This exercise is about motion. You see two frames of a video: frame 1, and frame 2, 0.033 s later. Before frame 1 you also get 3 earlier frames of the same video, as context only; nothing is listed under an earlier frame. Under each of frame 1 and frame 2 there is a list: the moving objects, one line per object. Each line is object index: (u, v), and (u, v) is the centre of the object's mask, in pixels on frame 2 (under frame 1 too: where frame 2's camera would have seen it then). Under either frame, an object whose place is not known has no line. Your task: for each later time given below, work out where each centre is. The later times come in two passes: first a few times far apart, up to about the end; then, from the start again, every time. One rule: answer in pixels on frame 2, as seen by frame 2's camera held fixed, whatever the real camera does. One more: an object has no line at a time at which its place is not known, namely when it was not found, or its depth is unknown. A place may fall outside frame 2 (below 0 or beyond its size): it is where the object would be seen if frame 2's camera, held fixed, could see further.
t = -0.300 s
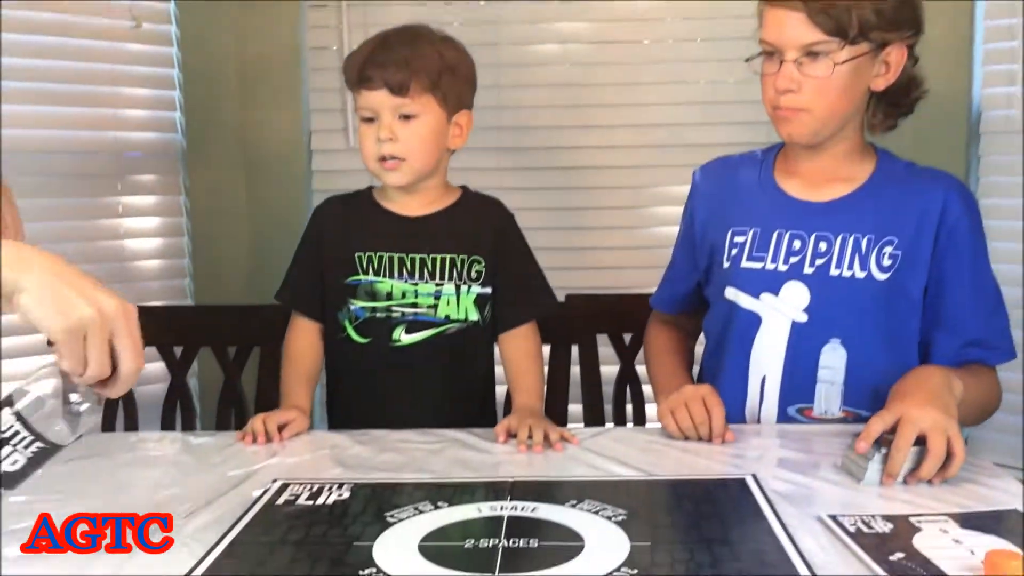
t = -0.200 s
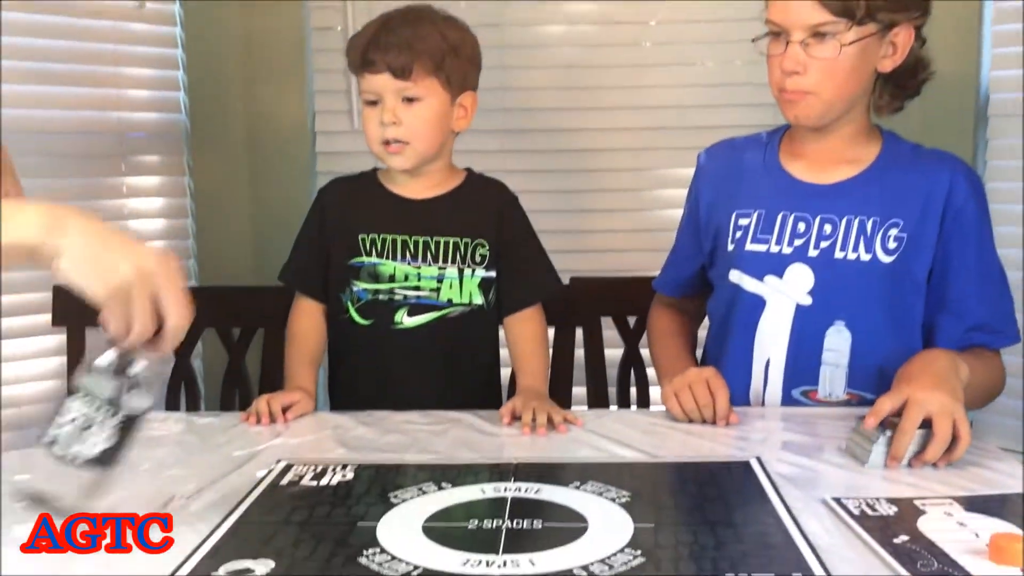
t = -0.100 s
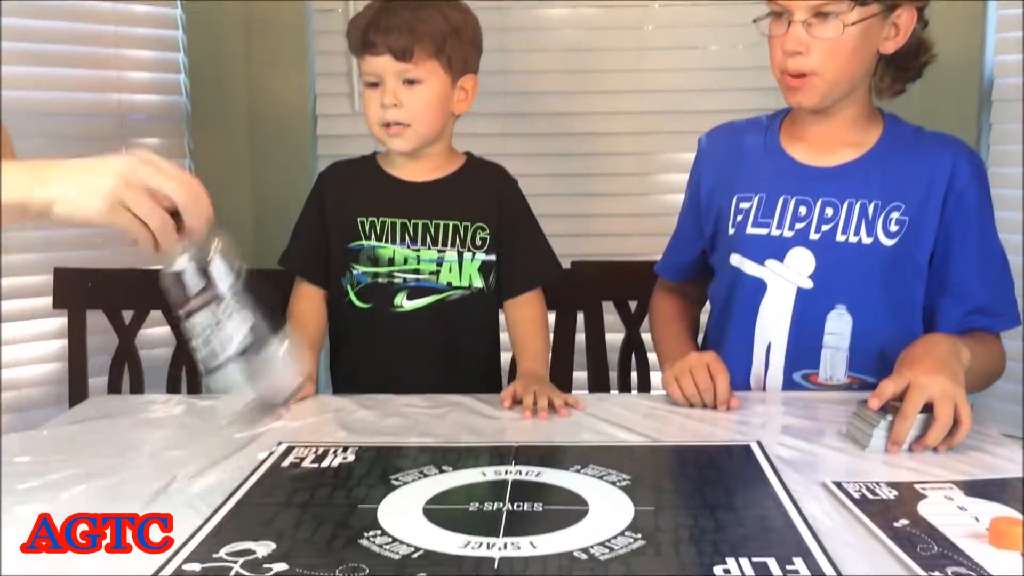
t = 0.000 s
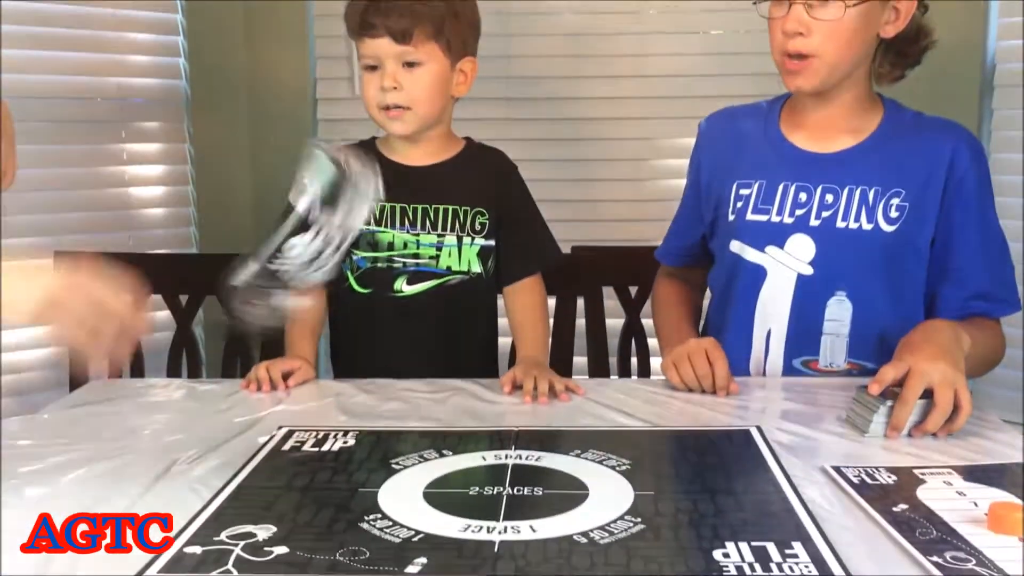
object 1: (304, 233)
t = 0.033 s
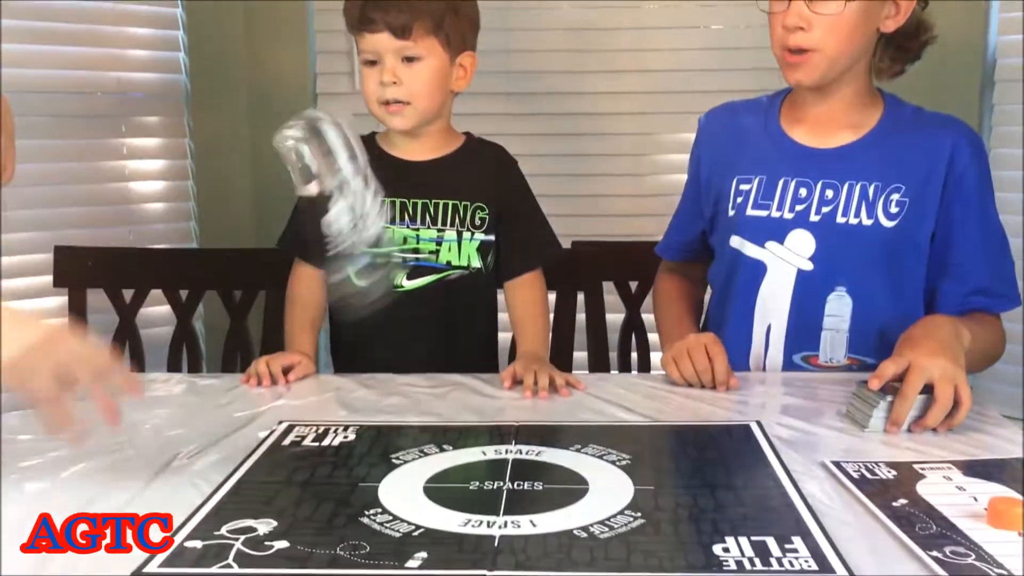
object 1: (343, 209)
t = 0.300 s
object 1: (398, 399)
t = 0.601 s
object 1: (399, 469)
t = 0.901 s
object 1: (398, 482)
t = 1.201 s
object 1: (400, 495)
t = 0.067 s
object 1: (368, 171)
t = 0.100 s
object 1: (379, 155)
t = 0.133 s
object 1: (380, 157)
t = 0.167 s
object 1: (378, 178)
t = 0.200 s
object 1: (380, 217)
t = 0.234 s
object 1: (386, 268)
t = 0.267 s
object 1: (389, 324)
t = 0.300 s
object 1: (398, 399)
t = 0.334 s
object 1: (387, 455)
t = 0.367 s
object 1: (391, 457)
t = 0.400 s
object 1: (394, 459)
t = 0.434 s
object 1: (396, 460)
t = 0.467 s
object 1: (397, 462)
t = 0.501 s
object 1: (397, 463)
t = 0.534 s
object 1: (398, 464)
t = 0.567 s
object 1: (398, 467)
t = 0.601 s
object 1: (399, 469)
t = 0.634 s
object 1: (398, 470)
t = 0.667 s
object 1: (398, 472)
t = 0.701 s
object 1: (398, 473)
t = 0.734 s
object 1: (398, 475)
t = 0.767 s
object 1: (398, 476)
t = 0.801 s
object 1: (399, 478)
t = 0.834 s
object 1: (398, 478)
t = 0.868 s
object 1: (398, 481)
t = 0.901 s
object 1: (398, 482)
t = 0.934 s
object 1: (398, 483)
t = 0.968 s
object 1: (398, 484)
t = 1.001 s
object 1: (397, 485)
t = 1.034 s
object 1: (398, 489)
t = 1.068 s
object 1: (399, 492)
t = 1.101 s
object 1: (399, 493)
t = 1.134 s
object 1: (399, 493)
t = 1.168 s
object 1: (399, 493)
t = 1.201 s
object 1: (400, 495)
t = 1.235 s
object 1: (399, 496)
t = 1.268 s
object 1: (399, 498)
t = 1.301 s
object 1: (400, 499)
